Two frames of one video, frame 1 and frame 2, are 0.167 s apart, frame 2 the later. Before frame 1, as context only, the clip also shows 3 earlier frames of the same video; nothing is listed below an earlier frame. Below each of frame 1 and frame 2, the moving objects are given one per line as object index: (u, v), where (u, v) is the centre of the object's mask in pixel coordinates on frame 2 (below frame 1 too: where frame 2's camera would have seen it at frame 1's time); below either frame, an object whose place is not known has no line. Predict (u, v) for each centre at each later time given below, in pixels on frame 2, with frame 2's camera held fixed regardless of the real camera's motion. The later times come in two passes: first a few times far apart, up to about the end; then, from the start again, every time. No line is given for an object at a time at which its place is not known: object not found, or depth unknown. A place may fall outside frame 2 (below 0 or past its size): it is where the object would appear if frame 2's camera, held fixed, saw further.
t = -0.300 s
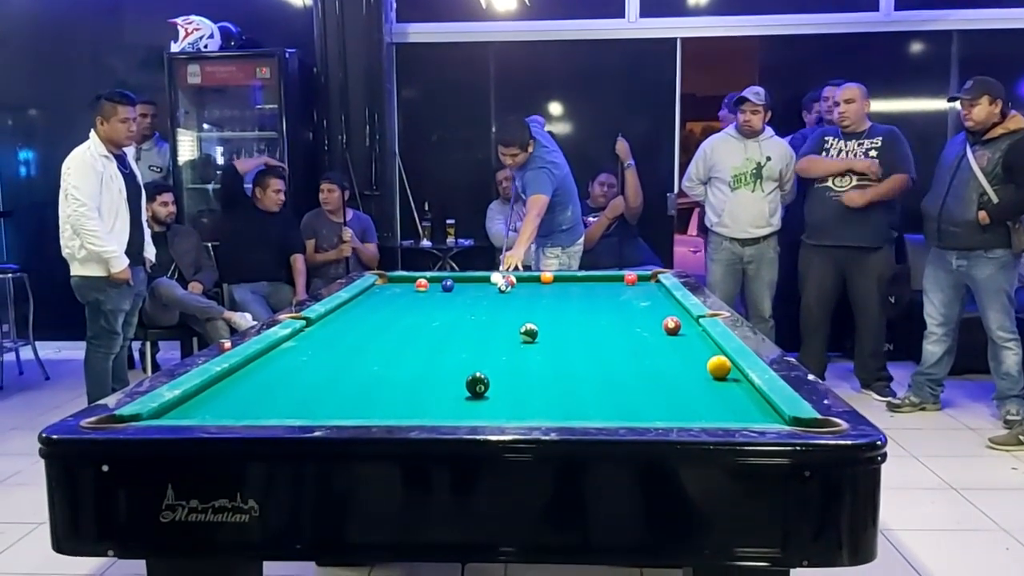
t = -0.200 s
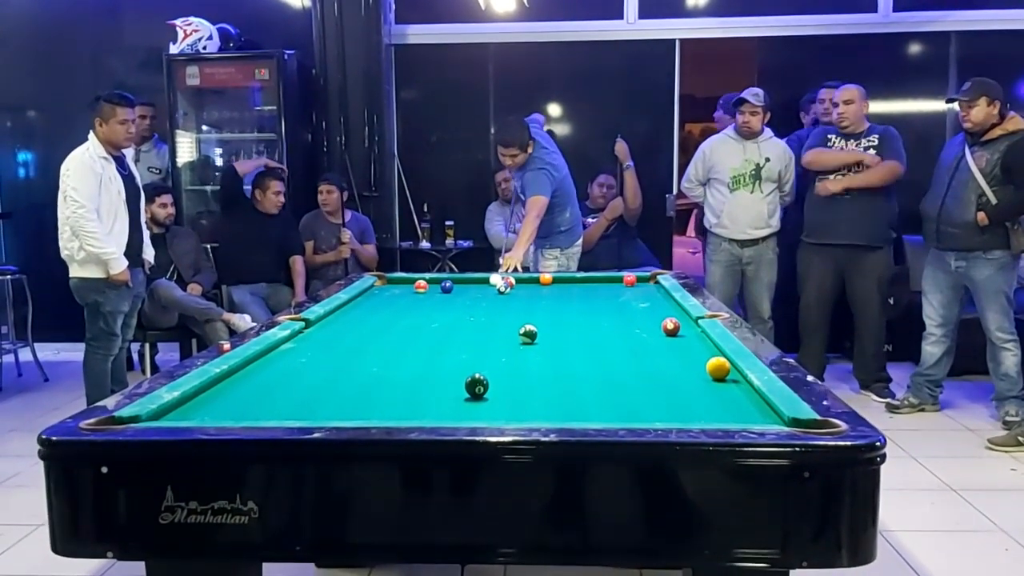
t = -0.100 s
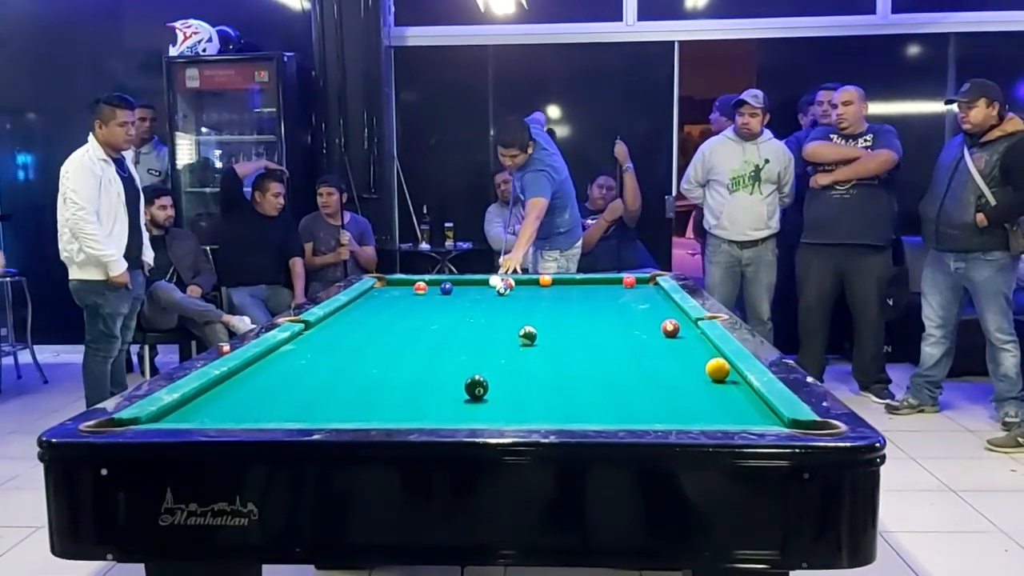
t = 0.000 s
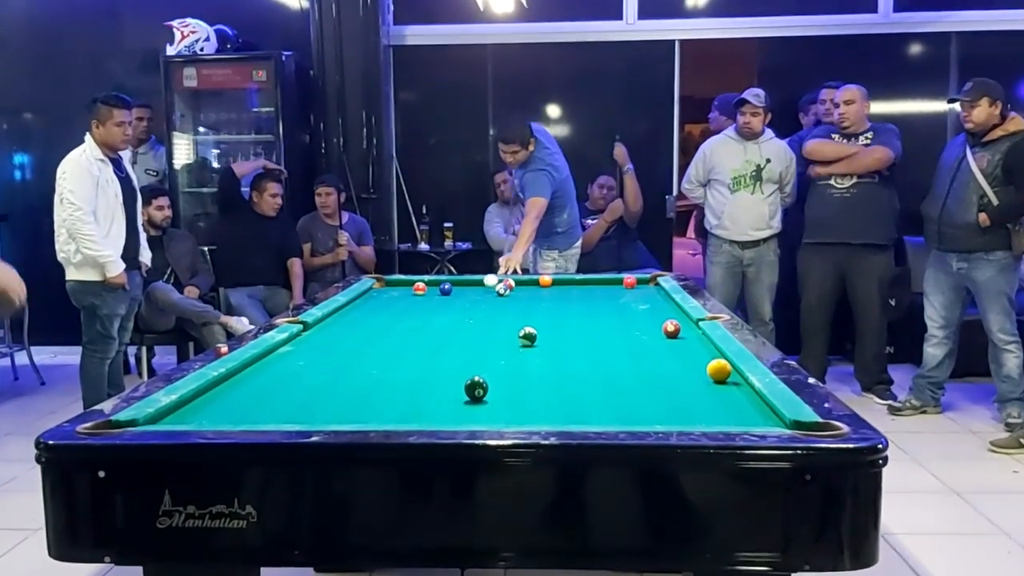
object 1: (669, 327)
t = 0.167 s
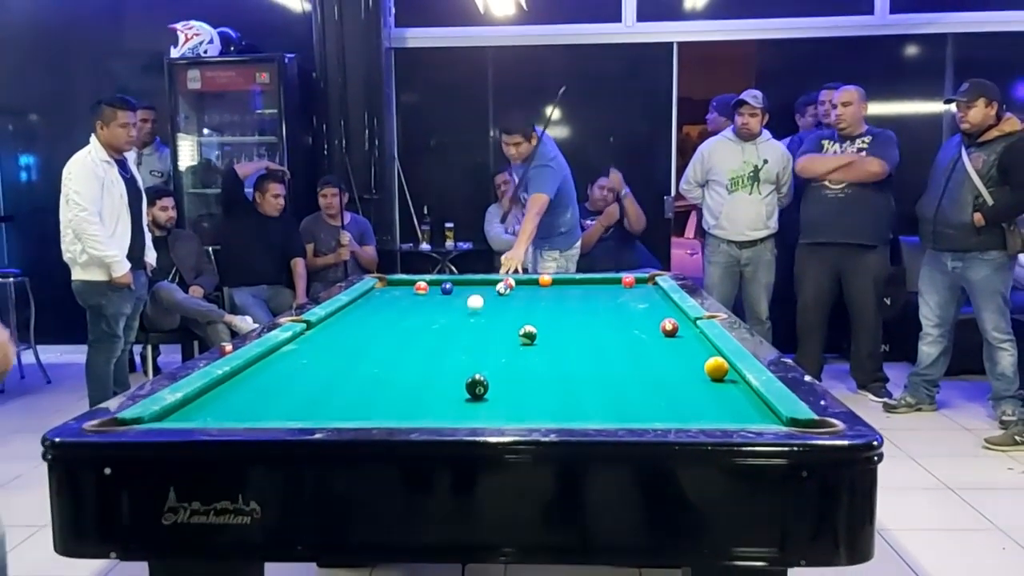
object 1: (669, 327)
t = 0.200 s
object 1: (669, 327)
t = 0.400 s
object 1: (669, 327)
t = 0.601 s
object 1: (669, 327)
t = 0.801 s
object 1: (669, 327)
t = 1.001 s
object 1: (669, 327)
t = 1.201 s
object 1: (669, 327)
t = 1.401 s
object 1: (664, 326)
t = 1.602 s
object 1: (619, 319)
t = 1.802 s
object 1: (584, 313)
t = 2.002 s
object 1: (554, 308)
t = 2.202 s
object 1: (525, 304)
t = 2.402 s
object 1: (500, 300)
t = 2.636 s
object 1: (473, 296)
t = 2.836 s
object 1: (453, 293)
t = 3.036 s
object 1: (435, 289)
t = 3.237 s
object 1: (432, 288)
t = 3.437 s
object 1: (432, 287)
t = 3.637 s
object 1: (432, 287)
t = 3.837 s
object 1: (432, 286)
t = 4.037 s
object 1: (431, 286)
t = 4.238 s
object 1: (430, 285)
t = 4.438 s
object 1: (430, 285)
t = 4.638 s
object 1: (429, 285)
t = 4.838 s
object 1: (430, 285)
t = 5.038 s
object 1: (430, 285)
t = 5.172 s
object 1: (430, 285)
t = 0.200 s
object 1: (669, 327)
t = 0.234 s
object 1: (669, 328)
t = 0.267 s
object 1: (669, 327)
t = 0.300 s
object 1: (669, 327)
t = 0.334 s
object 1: (669, 327)
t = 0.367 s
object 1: (669, 327)
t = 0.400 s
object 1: (669, 327)
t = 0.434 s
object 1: (669, 327)
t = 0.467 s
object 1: (669, 327)
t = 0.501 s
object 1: (669, 327)
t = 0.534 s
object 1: (669, 327)
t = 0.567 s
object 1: (669, 327)
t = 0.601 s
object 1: (669, 327)
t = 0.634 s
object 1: (669, 327)
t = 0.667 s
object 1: (669, 327)
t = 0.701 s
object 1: (669, 327)
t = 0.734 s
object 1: (669, 327)
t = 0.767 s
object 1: (669, 327)
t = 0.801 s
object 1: (669, 327)
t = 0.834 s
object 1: (669, 327)
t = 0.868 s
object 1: (669, 327)
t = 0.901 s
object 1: (669, 327)
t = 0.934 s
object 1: (669, 327)
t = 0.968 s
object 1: (669, 327)
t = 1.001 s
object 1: (669, 327)
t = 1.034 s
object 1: (669, 327)
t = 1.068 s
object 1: (669, 327)
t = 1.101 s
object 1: (669, 327)
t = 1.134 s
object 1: (669, 327)
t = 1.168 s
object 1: (669, 327)
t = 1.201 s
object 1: (669, 327)
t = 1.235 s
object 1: (670, 326)
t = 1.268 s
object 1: (668, 324)
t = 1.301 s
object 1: (668, 326)
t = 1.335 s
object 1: (669, 327)
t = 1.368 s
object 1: (669, 327)
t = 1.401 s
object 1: (664, 326)
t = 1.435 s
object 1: (655, 324)
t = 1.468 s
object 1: (647, 323)
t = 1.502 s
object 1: (639, 322)
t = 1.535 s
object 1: (632, 321)
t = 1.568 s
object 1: (625, 320)
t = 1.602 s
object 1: (619, 319)
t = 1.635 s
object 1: (613, 318)
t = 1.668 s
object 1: (606, 317)
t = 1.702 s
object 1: (601, 316)
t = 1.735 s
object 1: (595, 315)
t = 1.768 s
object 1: (590, 314)
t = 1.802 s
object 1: (584, 313)
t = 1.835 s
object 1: (579, 312)
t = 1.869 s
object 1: (573, 311)
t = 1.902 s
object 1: (568, 310)
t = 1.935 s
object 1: (563, 310)
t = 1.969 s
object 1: (559, 309)
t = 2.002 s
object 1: (554, 308)
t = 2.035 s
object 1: (548, 308)
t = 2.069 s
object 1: (543, 307)
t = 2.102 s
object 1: (538, 306)
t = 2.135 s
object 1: (534, 305)
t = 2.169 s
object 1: (529, 305)
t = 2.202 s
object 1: (525, 304)
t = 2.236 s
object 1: (521, 303)
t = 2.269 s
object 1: (516, 302)
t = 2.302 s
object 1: (512, 302)
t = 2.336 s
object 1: (508, 301)
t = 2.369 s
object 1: (504, 301)
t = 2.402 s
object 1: (500, 300)
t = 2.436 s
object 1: (496, 299)
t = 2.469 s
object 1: (492, 299)
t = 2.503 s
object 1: (488, 298)
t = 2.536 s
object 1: (484, 297)
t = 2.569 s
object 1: (480, 296)
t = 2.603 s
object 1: (477, 296)
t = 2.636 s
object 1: (473, 296)
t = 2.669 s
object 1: (470, 295)
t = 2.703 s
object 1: (467, 295)
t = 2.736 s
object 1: (463, 294)
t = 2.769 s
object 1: (460, 294)
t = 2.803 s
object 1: (456, 293)
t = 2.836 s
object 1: (453, 293)
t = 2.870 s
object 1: (450, 292)
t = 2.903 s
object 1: (447, 292)
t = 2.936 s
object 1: (444, 291)
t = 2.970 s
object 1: (441, 291)
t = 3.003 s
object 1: (438, 290)
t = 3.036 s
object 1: (435, 289)
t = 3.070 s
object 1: (432, 289)
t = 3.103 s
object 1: (431, 289)
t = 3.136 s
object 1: (432, 289)
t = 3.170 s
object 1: (432, 288)
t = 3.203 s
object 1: (432, 288)
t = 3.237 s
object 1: (432, 288)
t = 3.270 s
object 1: (432, 288)
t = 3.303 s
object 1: (432, 288)
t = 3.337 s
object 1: (432, 288)
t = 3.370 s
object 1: (432, 288)
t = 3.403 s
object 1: (432, 288)
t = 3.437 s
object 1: (432, 287)
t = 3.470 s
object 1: (432, 287)
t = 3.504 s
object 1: (432, 287)
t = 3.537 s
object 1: (432, 287)
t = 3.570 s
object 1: (432, 287)
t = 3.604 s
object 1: (432, 287)
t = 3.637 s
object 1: (432, 287)
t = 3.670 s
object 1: (432, 287)
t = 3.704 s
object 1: (432, 286)
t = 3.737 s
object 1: (432, 286)
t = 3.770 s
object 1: (432, 286)
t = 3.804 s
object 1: (432, 286)
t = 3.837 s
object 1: (432, 286)
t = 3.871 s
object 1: (432, 286)
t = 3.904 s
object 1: (432, 286)
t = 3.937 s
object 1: (431, 286)
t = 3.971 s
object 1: (431, 286)
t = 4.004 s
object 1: (431, 286)
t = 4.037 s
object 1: (431, 286)
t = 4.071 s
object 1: (431, 286)
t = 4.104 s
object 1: (431, 286)
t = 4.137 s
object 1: (431, 286)
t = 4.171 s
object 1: (431, 285)
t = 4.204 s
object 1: (430, 285)
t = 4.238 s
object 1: (430, 285)
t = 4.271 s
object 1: (430, 285)
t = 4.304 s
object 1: (430, 285)
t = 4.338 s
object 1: (430, 285)
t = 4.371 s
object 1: (430, 285)
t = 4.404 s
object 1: (430, 285)
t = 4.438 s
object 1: (430, 285)
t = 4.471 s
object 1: (430, 285)
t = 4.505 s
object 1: (430, 285)
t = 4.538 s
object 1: (430, 285)
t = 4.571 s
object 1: (430, 285)
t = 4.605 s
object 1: (429, 285)
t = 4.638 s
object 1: (429, 285)
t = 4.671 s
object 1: (430, 285)
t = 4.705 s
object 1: (430, 285)
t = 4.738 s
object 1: (430, 285)
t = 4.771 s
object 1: (430, 285)
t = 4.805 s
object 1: (430, 285)
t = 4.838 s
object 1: (430, 285)
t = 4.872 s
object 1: (430, 285)
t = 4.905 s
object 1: (430, 285)
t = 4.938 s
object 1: (430, 285)
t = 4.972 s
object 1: (430, 285)
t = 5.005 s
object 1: (430, 285)
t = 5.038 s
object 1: (430, 285)
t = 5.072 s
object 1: (430, 285)
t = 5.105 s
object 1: (430, 285)
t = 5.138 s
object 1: (430, 285)
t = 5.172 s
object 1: (430, 285)
